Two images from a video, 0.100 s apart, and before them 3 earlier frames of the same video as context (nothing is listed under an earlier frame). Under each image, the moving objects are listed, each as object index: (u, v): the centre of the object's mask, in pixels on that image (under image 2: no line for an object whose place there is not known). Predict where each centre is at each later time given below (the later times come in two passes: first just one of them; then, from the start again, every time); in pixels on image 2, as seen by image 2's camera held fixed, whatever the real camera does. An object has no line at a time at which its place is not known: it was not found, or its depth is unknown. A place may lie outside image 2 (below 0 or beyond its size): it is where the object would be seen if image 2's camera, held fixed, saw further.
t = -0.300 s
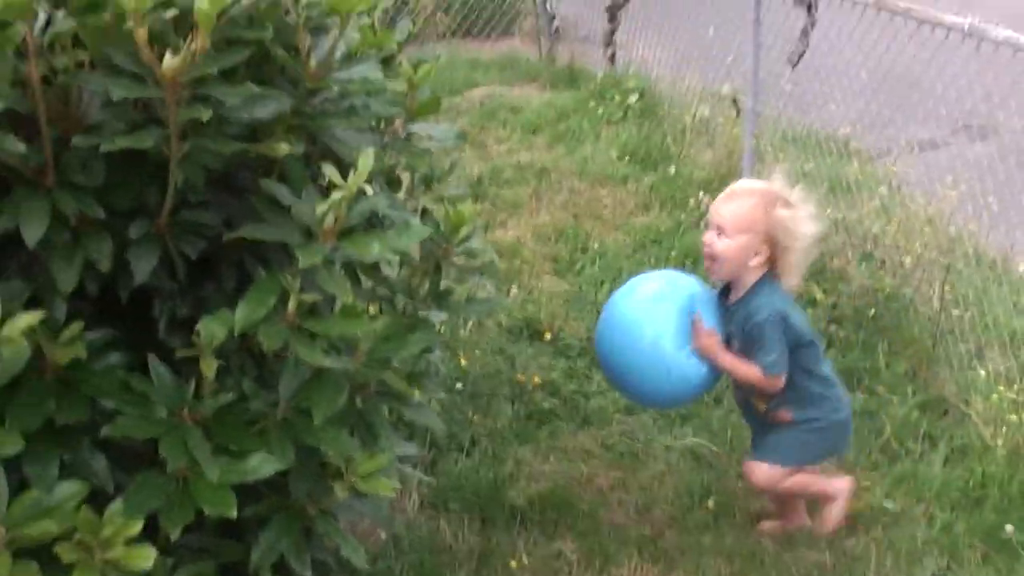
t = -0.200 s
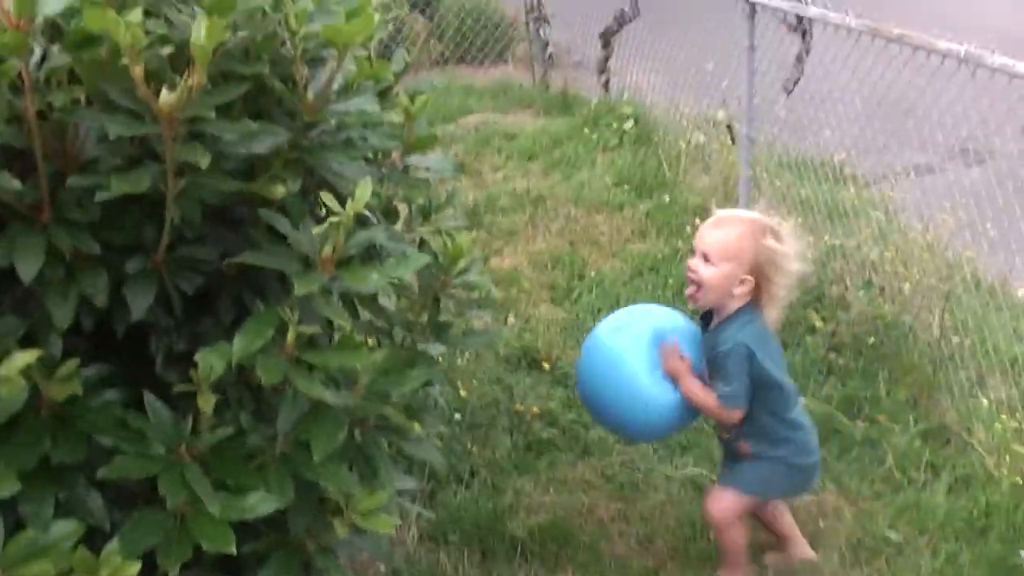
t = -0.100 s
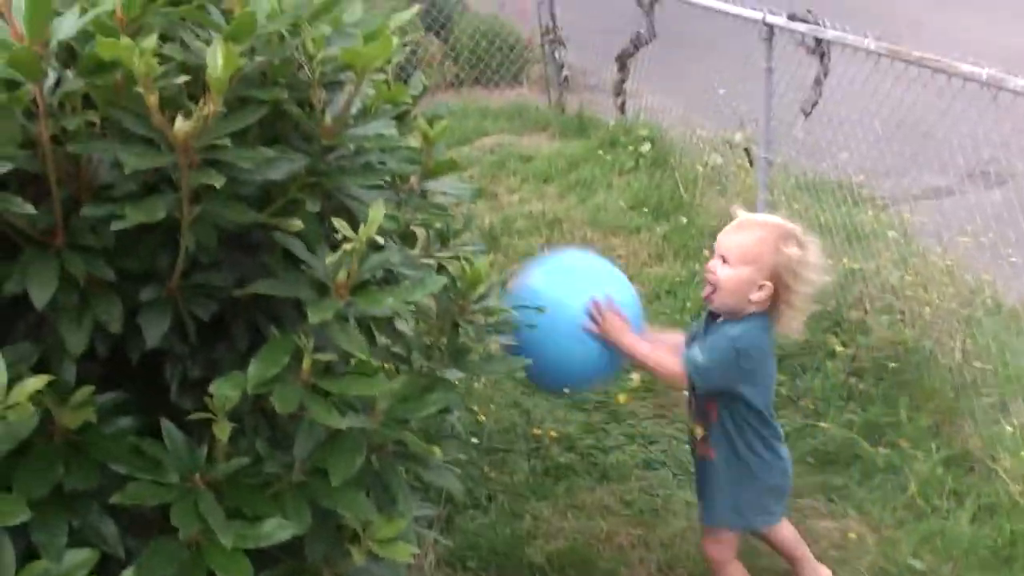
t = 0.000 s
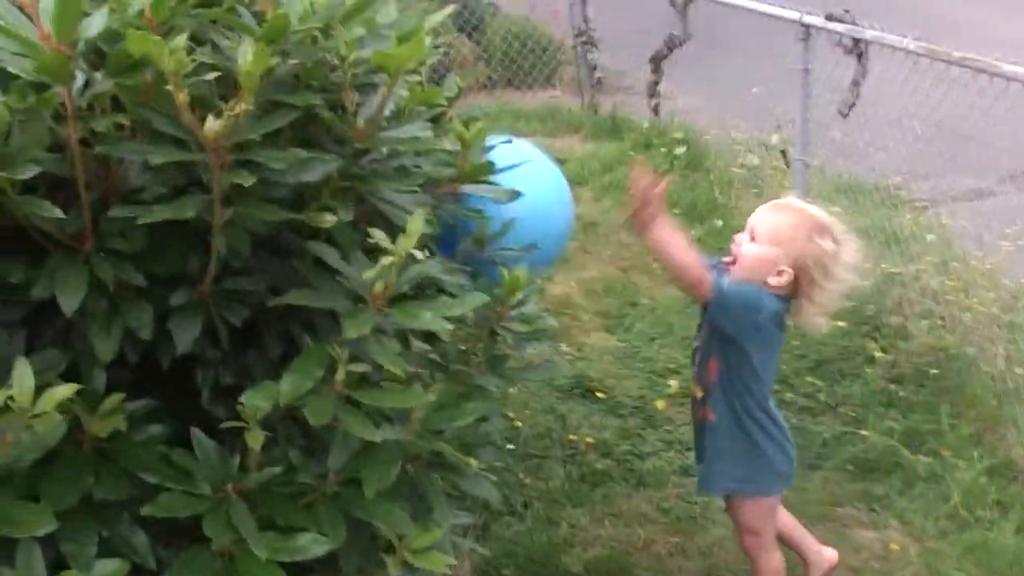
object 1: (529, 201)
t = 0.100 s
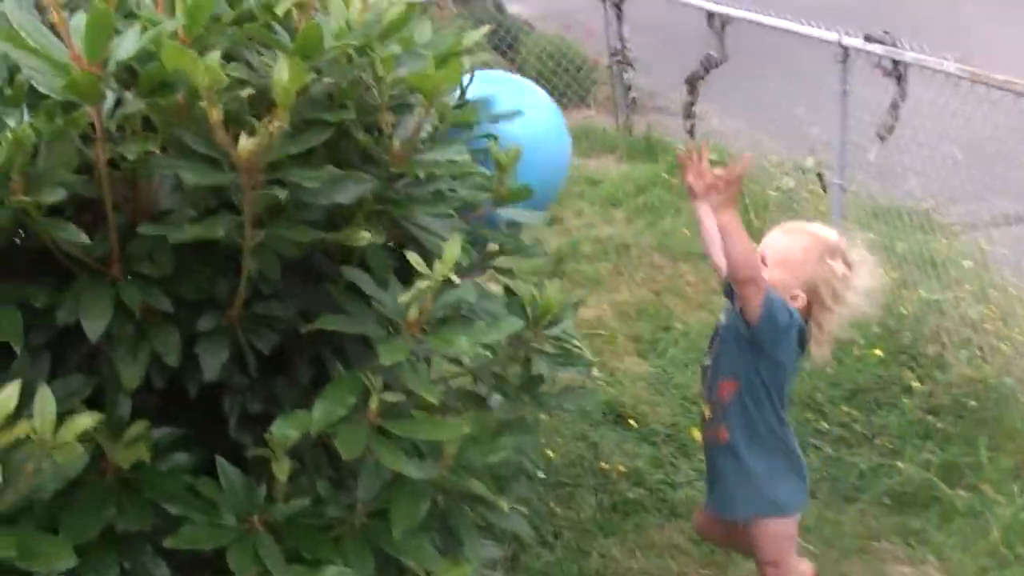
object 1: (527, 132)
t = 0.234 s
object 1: (537, 108)
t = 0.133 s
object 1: (522, 120)
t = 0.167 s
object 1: (523, 114)
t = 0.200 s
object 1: (525, 109)
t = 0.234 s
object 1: (537, 108)
